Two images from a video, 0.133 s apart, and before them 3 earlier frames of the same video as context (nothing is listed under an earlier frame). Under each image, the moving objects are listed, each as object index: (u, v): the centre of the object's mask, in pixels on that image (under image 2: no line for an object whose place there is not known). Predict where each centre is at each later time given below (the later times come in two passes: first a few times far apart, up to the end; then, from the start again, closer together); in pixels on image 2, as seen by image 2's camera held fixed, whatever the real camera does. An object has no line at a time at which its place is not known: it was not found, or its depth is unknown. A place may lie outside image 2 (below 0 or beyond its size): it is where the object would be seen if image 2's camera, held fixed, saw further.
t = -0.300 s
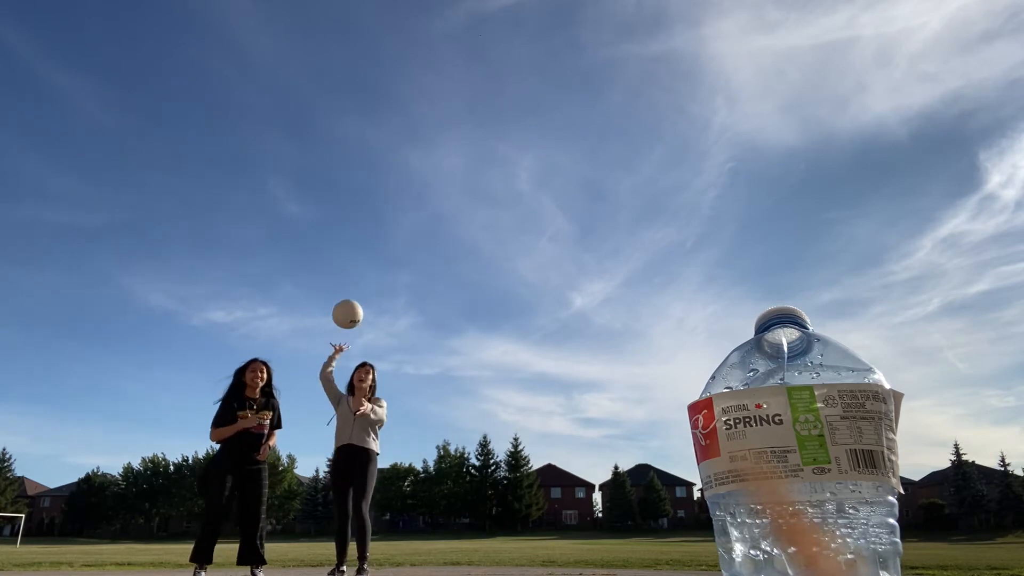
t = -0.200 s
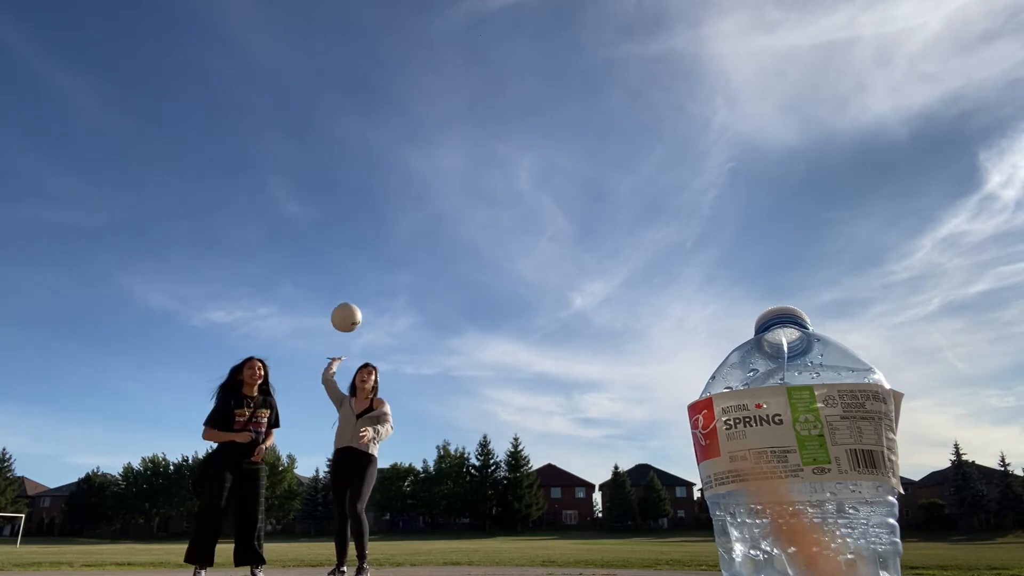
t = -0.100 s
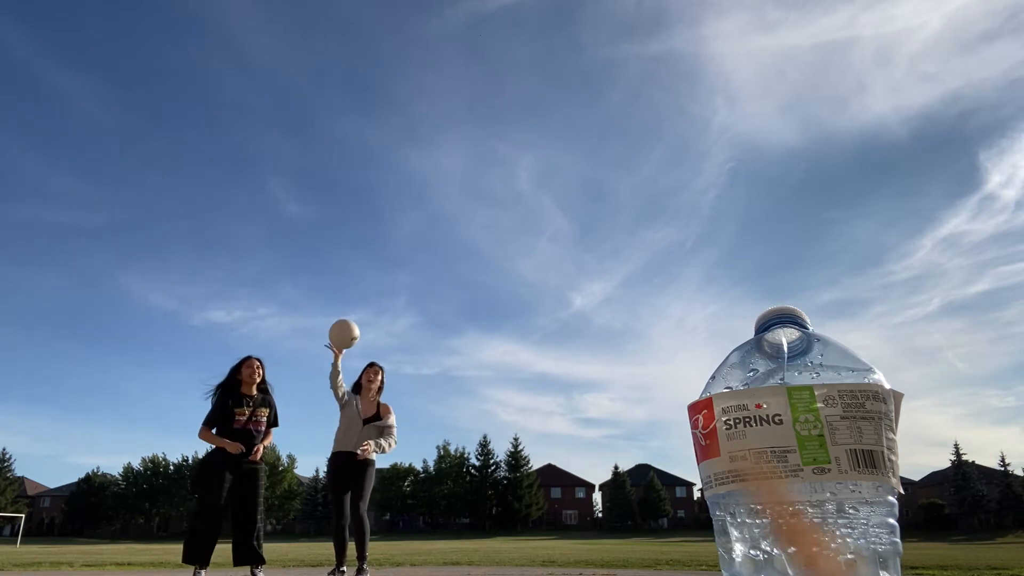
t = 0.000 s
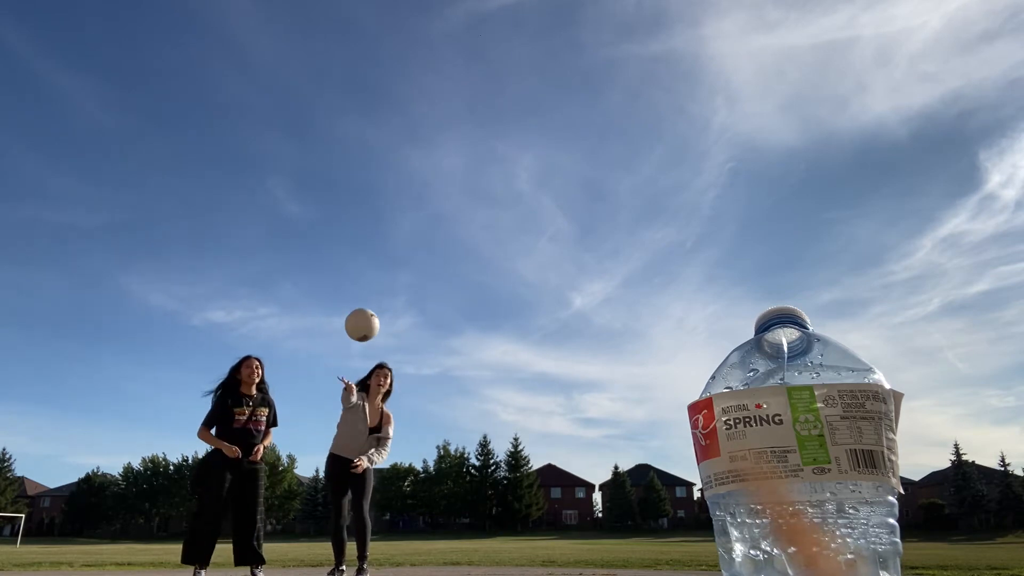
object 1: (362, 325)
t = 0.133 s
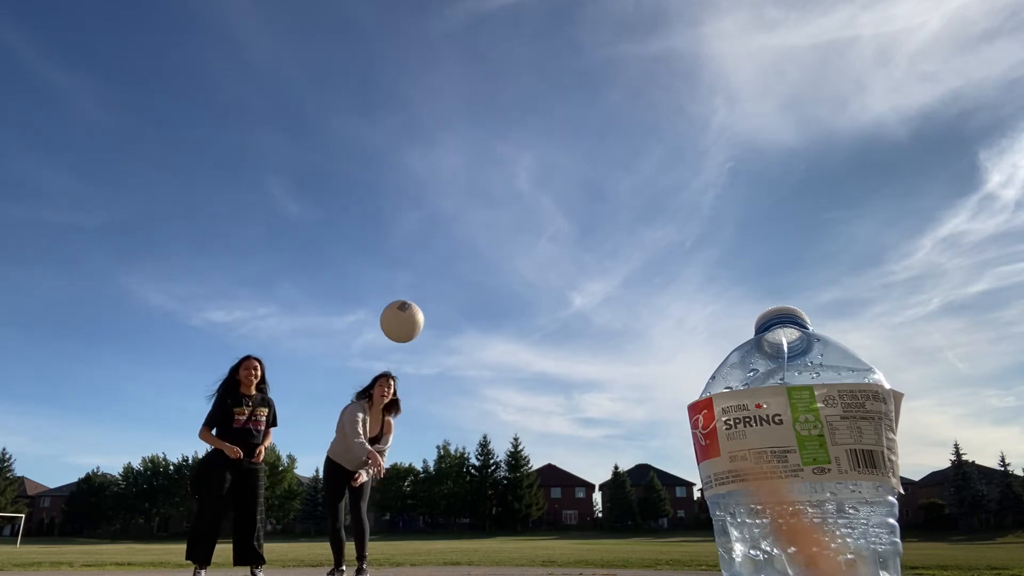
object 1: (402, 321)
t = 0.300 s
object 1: (497, 376)
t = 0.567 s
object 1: (838, 260)
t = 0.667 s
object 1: (978, 56)
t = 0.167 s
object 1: (415, 325)
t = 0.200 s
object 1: (430, 331)
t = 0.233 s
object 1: (449, 341)
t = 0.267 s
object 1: (470, 356)
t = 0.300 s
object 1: (497, 376)
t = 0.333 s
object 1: (529, 405)
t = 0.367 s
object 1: (570, 446)
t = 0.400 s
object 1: (622, 505)
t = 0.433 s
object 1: (673, 542)
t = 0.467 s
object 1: (684, 497)
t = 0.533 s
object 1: (791, 305)
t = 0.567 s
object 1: (838, 260)
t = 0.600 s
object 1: (892, 183)
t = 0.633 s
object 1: (949, 108)
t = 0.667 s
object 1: (978, 56)
